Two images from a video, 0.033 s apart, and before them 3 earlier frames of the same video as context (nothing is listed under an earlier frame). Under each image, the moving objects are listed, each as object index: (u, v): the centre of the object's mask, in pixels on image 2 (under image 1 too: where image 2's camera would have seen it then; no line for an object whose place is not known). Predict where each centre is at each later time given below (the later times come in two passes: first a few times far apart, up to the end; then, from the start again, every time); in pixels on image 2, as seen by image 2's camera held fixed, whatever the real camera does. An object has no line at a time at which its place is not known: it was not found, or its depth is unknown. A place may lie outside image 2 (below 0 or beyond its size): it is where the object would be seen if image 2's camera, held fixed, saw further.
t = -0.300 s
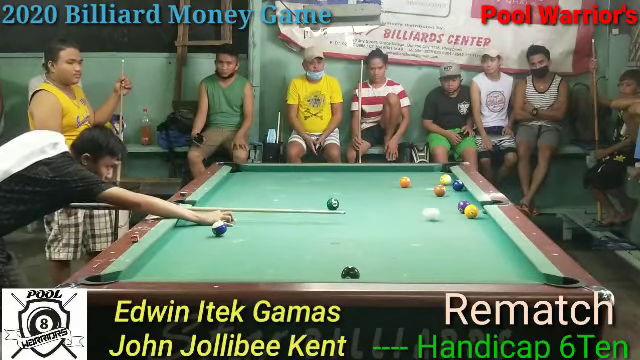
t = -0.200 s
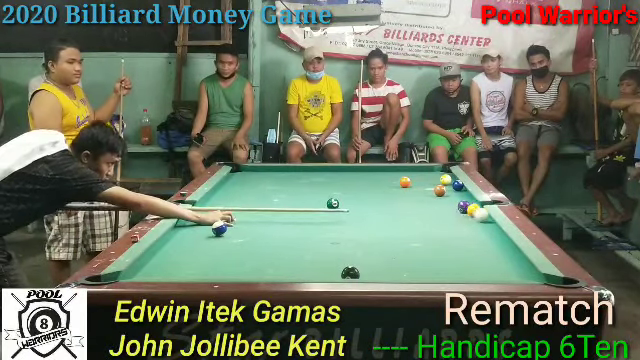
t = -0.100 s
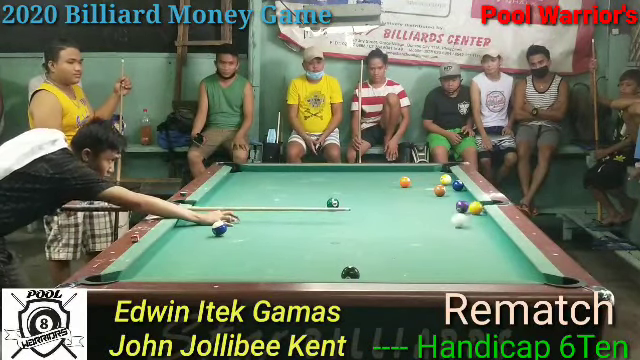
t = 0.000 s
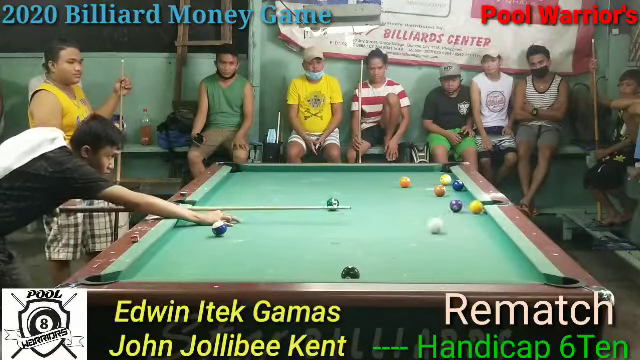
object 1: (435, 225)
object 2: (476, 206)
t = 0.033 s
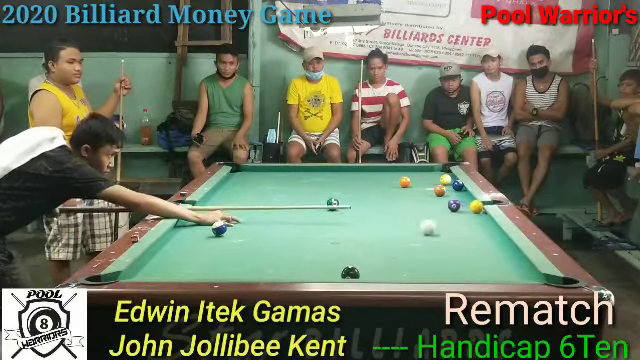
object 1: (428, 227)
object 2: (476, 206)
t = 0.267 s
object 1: (372, 240)
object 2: (477, 205)
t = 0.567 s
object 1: (289, 259)
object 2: (472, 203)
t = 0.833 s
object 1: (203, 274)
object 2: (464, 203)
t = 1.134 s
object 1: (143, 264)
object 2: (458, 203)
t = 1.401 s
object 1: (183, 252)
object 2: (454, 203)
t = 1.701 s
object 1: (225, 241)
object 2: (451, 203)
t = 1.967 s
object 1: (257, 232)
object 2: (451, 203)
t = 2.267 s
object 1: (290, 224)
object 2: (451, 203)
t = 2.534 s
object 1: (314, 217)
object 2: (451, 203)
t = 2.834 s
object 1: (339, 211)
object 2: (451, 203)
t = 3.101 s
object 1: (359, 205)
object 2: (451, 203)
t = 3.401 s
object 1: (378, 200)
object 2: (451, 203)
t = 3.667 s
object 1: (394, 196)
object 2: (451, 203)
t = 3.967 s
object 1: (410, 192)
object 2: (451, 203)
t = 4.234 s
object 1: (422, 189)
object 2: (451, 203)
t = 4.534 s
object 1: (433, 184)
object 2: (451, 203)
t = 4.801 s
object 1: (441, 183)
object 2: (451, 203)
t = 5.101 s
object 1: (453, 179)
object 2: (451, 203)
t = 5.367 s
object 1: (451, 180)
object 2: (451, 203)
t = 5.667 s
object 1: (450, 180)
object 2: (451, 203)
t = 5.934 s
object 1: (450, 180)
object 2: (451, 203)
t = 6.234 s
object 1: (450, 180)
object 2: (451, 203)
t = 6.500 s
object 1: (450, 180)
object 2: (451, 203)
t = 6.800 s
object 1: (450, 180)
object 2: (451, 203)
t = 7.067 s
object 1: (450, 180)
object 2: (451, 203)
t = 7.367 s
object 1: (450, 180)
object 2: (451, 203)
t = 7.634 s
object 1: (450, 180)
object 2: (451, 203)
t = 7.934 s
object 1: (450, 180)
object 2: (451, 203)
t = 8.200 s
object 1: (450, 180)
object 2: (451, 203)
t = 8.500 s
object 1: (450, 180)
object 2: (451, 203)
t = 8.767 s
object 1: (450, 180)
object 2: (451, 203)
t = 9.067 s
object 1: (450, 180)
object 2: (451, 203)
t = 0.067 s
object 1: (420, 229)
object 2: (476, 206)
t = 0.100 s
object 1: (412, 230)
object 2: (476, 206)
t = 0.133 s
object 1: (404, 232)
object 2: (476, 205)
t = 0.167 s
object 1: (397, 234)
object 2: (476, 205)
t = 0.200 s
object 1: (389, 236)
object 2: (476, 205)
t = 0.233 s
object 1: (380, 238)
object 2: (476, 205)
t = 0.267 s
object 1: (372, 240)
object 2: (477, 205)
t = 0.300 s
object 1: (364, 242)
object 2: (477, 205)
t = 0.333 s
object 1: (355, 244)
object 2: (477, 204)
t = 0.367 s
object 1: (346, 246)
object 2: (477, 204)
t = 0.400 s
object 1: (336, 248)
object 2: (476, 204)
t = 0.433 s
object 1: (327, 250)
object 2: (475, 204)
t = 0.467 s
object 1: (318, 252)
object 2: (474, 203)
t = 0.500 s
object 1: (309, 254)
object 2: (474, 203)
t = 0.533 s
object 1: (299, 257)
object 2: (472, 203)
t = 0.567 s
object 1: (289, 259)
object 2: (472, 203)
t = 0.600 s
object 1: (279, 262)
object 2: (470, 203)
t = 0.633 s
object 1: (269, 264)
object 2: (470, 204)
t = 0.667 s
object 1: (258, 266)
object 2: (468, 203)
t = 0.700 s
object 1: (248, 267)
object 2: (468, 203)
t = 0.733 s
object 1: (237, 268)
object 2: (466, 203)
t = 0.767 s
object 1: (226, 271)
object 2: (466, 203)
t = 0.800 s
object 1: (215, 273)
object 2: (465, 203)
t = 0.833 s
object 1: (203, 274)
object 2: (464, 203)
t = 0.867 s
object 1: (196, 273)
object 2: (464, 203)
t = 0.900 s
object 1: (189, 272)
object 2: (463, 203)
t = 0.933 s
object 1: (183, 270)
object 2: (462, 203)
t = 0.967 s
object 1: (175, 270)
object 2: (461, 203)
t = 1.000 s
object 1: (168, 269)
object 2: (461, 203)
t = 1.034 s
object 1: (162, 268)
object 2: (460, 203)
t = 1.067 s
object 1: (155, 268)
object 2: (459, 203)
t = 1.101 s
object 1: (149, 266)
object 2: (459, 203)
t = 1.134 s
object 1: (143, 264)
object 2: (458, 203)
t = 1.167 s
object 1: (144, 262)
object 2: (458, 203)
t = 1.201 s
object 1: (151, 261)
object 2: (457, 203)
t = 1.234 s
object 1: (157, 260)
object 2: (457, 203)
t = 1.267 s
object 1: (162, 258)
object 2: (456, 203)
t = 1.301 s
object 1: (167, 257)
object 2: (455, 203)
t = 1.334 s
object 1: (173, 255)
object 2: (455, 203)
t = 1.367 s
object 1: (178, 253)
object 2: (454, 203)
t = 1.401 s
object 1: (183, 252)
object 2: (454, 203)
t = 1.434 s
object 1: (188, 251)
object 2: (454, 203)
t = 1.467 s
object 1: (194, 250)
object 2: (453, 203)
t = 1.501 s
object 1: (197, 248)
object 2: (453, 203)
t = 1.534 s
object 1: (203, 247)
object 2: (452, 203)
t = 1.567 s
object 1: (207, 246)
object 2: (452, 203)
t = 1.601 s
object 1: (212, 245)
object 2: (452, 203)
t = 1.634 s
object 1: (217, 243)
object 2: (452, 203)
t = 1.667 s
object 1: (221, 242)
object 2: (451, 203)
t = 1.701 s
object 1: (225, 241)
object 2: (451, 203)
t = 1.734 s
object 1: (229, 240)
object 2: (451, 203)
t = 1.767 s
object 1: (233, 238)
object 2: (451, 203)
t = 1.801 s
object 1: (238, 237)
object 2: (451, 203)
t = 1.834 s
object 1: (242, 236)
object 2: (451, 203)
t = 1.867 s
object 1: (246, 235)
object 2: (451, 203)
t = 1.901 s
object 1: (250, 234)
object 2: (451, 203)
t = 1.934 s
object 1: (254, 233)
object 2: (451, 203)
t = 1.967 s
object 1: (257, 232)
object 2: (451, 203)
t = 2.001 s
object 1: (261, 231)
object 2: (451, 203)
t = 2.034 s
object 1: (265, 230)
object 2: (451, 203)
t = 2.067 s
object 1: (269, 229)
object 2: (451, 203)
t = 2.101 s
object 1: (272, 228)
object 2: (451, 203)
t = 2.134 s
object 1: (276, 227)
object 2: (451, 203)
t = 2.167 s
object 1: (279, 227)
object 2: (451, 203)
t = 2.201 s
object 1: (283, 225)
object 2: (451, 203)
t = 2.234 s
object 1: (286, 224)
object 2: (451, 203)
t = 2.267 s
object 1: (290, 224)
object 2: (451, 203)
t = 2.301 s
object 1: (292, 223)
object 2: (451, 203)
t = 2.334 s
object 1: (296, 222)
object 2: (451, 203)
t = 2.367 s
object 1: (299, 221)
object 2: (451, 203)
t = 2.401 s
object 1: (302, 220)
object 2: (451, 203)
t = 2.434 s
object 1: (305, 219)
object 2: (451, 203)
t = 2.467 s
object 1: (308, 218)
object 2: (451, 203)
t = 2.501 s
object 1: (311, 218)
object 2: (451, 203)
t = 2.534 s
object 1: (314, 217)
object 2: (451, 203)
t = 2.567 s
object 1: (317, 217)
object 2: (451, 203)
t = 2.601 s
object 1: (320, 216)
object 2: (451, 203)
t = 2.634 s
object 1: (322, 215)
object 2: (451, 203)
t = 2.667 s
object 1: (325, 214)
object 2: (451, 203)
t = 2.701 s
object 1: (328, 214)
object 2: (451, 203)
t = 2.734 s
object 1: (331, 213)
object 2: (451, 203)
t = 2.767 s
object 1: (334, 212)
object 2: (451, 203)
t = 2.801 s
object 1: (336, 211)
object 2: (451, 203)
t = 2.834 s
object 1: (339, 211)
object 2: (451, 203)
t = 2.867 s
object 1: (342, 210)
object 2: (451, 203)
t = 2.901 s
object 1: (344, 209)
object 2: (451, 203)
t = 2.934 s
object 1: (346, 208)
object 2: (451, 203)
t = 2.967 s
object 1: (349, 208)
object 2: (451, 203)
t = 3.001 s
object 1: (352, 208)
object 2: (451, 203)
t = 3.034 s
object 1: (354, 207)
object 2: (451, 203)
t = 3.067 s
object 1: (356, 206)
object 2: (451, 203)
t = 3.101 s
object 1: (359, 205)
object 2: (451, 203)
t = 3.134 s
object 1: (360, 205)
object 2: (451, 203)
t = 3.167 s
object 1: (363, 204)
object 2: (451, 203)
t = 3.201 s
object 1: (365, 203)
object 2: (451, 203)
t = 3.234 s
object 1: (367, 203)
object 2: (451, 203)
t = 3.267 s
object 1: (370, 202)
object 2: (451, 203)
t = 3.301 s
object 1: (372, 202)
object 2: (451, 203)
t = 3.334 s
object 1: (374, 201)
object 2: (451, 203)
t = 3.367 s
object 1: (376, 201)
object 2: (451, 203)
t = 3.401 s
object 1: (378, 200)
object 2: (451, 203)
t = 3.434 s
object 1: (381, 200)
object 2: (451, 203)
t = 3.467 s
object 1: (382, 199)
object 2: (451, 203)
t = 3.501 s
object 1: (385, 199)
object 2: (451, 203)
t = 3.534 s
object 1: (387, 198)
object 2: (451, 203)
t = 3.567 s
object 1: (388, 198)
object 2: (451, 203)
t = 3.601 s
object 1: (390, 197)
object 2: (451, 203)
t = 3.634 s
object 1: (392, 197)
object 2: (451, 203)
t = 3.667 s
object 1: (394, 196)
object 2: (451, 203)
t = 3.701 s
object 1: (396, 196)
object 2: (451, 203)
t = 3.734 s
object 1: (398, 195)
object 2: (451, 203)
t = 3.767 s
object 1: (400, 195)
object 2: (451, 203)
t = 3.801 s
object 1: (401, 194)
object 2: (451, 203)
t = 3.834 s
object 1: (403, 194)
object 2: (451, 203)
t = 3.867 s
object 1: (405, 194)
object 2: (451, 203)
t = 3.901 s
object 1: (406, 193)
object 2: (451, 203)
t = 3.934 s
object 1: (408, 193)
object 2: (451, 203)
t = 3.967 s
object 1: (410, 192)
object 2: (451, 203)
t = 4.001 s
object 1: (411, 192)
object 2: (451, 203)
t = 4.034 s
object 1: (412, 192)
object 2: (451, 203)
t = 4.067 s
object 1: (414, 191)
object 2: (451, 203)
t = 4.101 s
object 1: (416, 190)
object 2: (451, 203)
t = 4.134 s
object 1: (417, 190)
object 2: (451, 203)
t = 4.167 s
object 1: (419, 190)
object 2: (451, 203)
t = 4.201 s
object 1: (421, 189)
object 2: (451, 203)
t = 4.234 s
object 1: (422, 189)
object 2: (451, 203)
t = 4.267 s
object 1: (424, 188)
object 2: (451, 203)
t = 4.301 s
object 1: (426, 188)
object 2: (451, 203)
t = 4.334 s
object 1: (426, 188)
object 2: (451, 203)
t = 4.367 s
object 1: (427, 187)
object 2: (451, 203)
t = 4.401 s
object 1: (429, 187)
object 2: (451, 203)
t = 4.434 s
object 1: (429, 186)
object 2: (451, 203)
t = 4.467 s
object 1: (431, 186)
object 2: (451, 203)
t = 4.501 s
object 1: (431, 186)
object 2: (451, 203)
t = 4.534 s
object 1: (433, 184)
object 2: (451, 203)
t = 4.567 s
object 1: (434, 184)
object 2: (451, 203)
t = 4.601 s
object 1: (435, 184)
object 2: (451, 203)
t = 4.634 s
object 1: (437, 183)
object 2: (451, 203)
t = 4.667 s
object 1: (439, 183)
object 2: (451, 203)
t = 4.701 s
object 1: (440, 183)
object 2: (451, 203)
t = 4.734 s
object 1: (440, 183)
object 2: (451, 203)
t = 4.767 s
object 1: (441, 183)
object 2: (451, 203)
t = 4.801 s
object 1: (441, 183)
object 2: (451, 203)
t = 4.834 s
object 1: (441, 183)
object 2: (451, 203)
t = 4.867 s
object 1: (443, 183)
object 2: (451, 203)
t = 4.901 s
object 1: (447, 183)
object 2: (451, 203)
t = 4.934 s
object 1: (449, 182)
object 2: (451, 203)
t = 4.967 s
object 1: (450, 181)
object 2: (451, 203)
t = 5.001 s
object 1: (453, 179)
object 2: (451, 203)
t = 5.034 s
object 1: (451, 180)
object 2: (451, 203)
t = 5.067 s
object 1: (454, 179)
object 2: (451, 203)
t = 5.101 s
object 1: (453, 179)
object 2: (451, 203)
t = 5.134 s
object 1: (453, 179)
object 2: (451, 203)
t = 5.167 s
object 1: (452, 180)
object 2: (451, 203)
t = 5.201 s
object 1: (452, 180)
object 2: (451, 203)
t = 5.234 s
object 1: (451, 180)
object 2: (451, 203)
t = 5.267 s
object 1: (451, 180)
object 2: (451, 203)
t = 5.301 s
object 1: (451, 180)
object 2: (451, 203)
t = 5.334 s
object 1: (451, 180)
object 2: (451, 203)
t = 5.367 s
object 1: (451, 180)
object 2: (451, 203)
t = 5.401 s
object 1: (451, 180)
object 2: (451, 203)
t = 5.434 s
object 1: (451, 180)
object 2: (451, 203)
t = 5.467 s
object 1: (451, 180)
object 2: (451, 203)
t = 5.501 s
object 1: (451, 180)
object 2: (451, 203)
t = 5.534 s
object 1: (451, 180)
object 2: (451, 203)
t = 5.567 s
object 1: (451, 180)
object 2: (451, 203)
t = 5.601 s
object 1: (450, 180)
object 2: (451, 203)
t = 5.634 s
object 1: (451, 180)
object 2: (451, 203)
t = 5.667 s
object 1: (450, 180)
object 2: (451, 203)
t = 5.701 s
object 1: (451, 180)
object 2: (451, 203)
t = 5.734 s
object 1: (450, 180)
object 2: (451, 203)
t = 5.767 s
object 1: (450, 180)
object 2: (451, 203)
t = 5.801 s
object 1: (450, 180)
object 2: (451, 203)
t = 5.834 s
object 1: (450, 180)
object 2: (451, 203)
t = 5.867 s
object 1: (450, 180)
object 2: (451, 203)
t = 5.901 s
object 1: (450, 180)
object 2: (451, 203)
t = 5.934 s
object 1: (450, 180)
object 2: (451, 203)
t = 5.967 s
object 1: (450, 180)
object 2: (451, 203)
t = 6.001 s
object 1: (450, 180)
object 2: (451, 203)
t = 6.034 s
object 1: (450, 180)
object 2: (451, 203)
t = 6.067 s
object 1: (450, 180)
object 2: (451, 203)
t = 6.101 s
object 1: (450, 180)
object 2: (451, 203)
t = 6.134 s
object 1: (450, 180)
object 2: (451, 203)
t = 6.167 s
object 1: (450, 180)
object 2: (451, 203)
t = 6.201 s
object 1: (450, 180)
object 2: (451, 203)
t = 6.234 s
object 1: (450, 180)
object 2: (451, 203)
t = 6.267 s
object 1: (450, 180)
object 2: (451, 203)
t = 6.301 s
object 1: (450, 180)
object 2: (451, 203)
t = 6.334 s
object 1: (450, 180)
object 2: (451, 203)
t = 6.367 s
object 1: (450, 180)
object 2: (451, 203)
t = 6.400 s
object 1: (450, 180)
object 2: (451, 203)
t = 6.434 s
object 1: (450, 180)
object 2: (451, 203)
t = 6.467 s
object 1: (450, 180)
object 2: (451, 203)
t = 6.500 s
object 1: (450, 180)
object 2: (451, 203)
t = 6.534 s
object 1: (450, 180)
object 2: (451, 203)
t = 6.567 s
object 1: (450, 180)
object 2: (451, 203)
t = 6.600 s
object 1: (450, 180)
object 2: (451, 203)
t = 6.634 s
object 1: (450, 180)
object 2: (451, 203)
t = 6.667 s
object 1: (450, 180)
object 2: (451, 203)
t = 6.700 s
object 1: (450, 180)
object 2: (451, 203)
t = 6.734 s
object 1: (450, 180)
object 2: (451, 203)
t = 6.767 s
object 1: (450, 180)
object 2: (451, 203)
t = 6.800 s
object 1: (450, 180)
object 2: (451, 203)
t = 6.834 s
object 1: (450, 180)
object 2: (451, 203)
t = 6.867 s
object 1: (450, 180)
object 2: (451, 203)
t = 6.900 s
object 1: (450, 180)
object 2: (451, 203)
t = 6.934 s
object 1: (450, 180)
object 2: (451, 203)
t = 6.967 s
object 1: (450, 180)
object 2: (451, 203)
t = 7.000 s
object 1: (450, 180)
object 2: (451, 203)
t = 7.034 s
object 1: (450, 180)
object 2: (451, 203)
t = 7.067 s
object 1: (450, 180)
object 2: (451, 203)
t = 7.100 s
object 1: (450, 180)
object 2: (451, 203)
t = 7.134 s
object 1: (450, 180)
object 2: (451, 203)
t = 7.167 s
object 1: (450, 180)
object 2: (451, 203)
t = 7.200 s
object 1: (450, 180)
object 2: (451, 203)
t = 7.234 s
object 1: (450, 180)
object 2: (451, 203)
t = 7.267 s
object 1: (450, 180)
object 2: (451, 203)
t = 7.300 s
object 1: (450, 180)
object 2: (451, 203)
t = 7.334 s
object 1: (450, 180)
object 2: (451, 203)
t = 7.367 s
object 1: (450, 180)
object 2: (451, 203)
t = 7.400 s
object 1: (450, 180)
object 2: (451, 203)
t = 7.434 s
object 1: (450, 180)
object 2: (451, 203)
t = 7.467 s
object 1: (450, 180)
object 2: (451, 203)
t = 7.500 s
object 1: (450, 180)
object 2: (451, 203)
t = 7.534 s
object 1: (450, 180)
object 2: (451, 203)
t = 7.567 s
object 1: (450, 180)
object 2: (451, 203)
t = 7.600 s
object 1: (450, 180)
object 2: (451, 203)
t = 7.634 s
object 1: (450, 180)
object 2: (451, 203)
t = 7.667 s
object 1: (450, 180)
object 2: (451, 203)
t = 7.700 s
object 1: (450, 180)
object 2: (451, 203)
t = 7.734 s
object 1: (450, 180)
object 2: (451, 203)
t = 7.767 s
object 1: (450, 180)
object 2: (451, 203)
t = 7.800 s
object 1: (450, 180)
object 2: (451, 203)
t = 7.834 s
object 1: (450, 180)
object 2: (451, 203)
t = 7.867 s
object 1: (450, 180)
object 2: (451, 203)
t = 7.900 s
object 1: (450, 180)
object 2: (451, 203)
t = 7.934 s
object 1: (450, 180)
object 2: (451, 203)
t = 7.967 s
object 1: (450, 180)
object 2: (451, 203)
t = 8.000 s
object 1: (450, 180)
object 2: (451, 203)
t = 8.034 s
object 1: (450, 180)
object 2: (451, 203)
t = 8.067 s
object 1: (450, 180)
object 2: (451, 203)
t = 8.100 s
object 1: (450, 180)
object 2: (451, 203)
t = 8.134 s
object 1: (450, 180)
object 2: (451, 203)
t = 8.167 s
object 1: (450, 180)
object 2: (451, 203)
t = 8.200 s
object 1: (450, 180)
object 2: (451, 203)
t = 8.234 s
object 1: (450, 180)
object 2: (451, 203)
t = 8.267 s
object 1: (450, 180)
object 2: (451, 203)
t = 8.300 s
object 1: (450, 180)
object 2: (451, 203)
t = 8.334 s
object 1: (450, 180)
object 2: (451, 203)
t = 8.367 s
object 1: (450, 180)
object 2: (451, 203)
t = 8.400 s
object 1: (450, 180)
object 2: (451, 203)
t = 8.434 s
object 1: (450, 180)
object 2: (451, 203)
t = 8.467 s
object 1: (450, 180)
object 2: (451, 203)
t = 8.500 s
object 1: (450, 180)
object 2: (451, 203)
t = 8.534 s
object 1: (450, 180)
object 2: (451, 203)
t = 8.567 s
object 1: (450, 180)
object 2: (451, 203)
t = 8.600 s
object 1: (450, 180)
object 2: (451, 203)
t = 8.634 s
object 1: (450, 180)
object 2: (451, 203)
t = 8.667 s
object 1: (450, 180)
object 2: (451, 203)
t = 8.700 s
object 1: (450, 180)
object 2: (451, 203)
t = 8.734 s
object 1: (450, 180)
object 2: (451, 203)
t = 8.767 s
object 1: (450, 180)
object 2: (451, 203)
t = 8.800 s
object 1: (450, 180)
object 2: (451, 203)
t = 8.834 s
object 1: (450, 180)
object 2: (451, 203)
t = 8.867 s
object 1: (450, 180)
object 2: (451, 203)
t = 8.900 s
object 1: (450, 180)
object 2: (451, 203)
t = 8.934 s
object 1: (450, 180)
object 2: (451, 203)
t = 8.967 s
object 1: (450, 180)
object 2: (451, 203)
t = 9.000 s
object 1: (450, 180)
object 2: (451, 203)
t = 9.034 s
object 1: (450, 180)
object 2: (451, 203)
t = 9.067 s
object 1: (450, 180)
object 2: (451, 203)
